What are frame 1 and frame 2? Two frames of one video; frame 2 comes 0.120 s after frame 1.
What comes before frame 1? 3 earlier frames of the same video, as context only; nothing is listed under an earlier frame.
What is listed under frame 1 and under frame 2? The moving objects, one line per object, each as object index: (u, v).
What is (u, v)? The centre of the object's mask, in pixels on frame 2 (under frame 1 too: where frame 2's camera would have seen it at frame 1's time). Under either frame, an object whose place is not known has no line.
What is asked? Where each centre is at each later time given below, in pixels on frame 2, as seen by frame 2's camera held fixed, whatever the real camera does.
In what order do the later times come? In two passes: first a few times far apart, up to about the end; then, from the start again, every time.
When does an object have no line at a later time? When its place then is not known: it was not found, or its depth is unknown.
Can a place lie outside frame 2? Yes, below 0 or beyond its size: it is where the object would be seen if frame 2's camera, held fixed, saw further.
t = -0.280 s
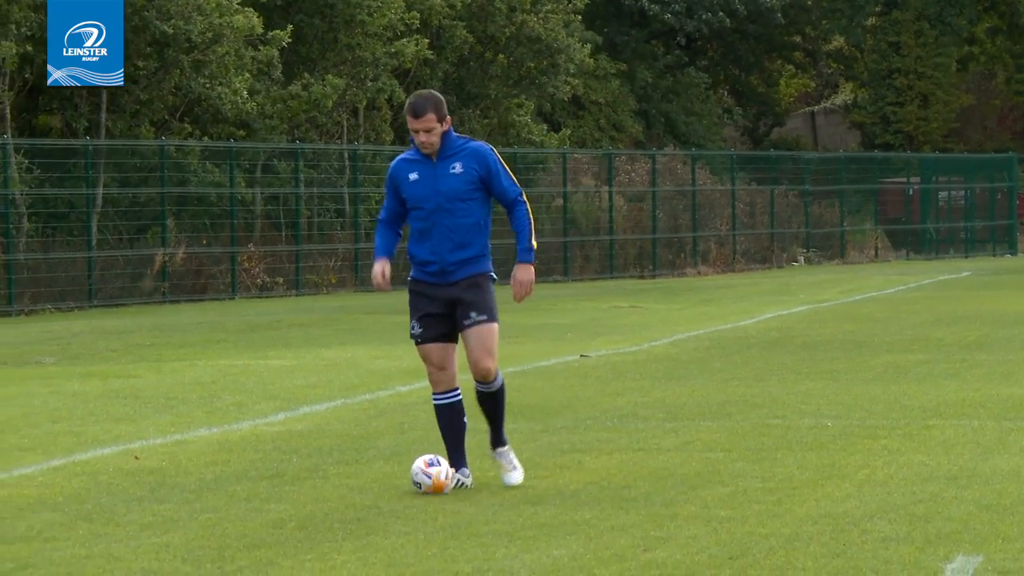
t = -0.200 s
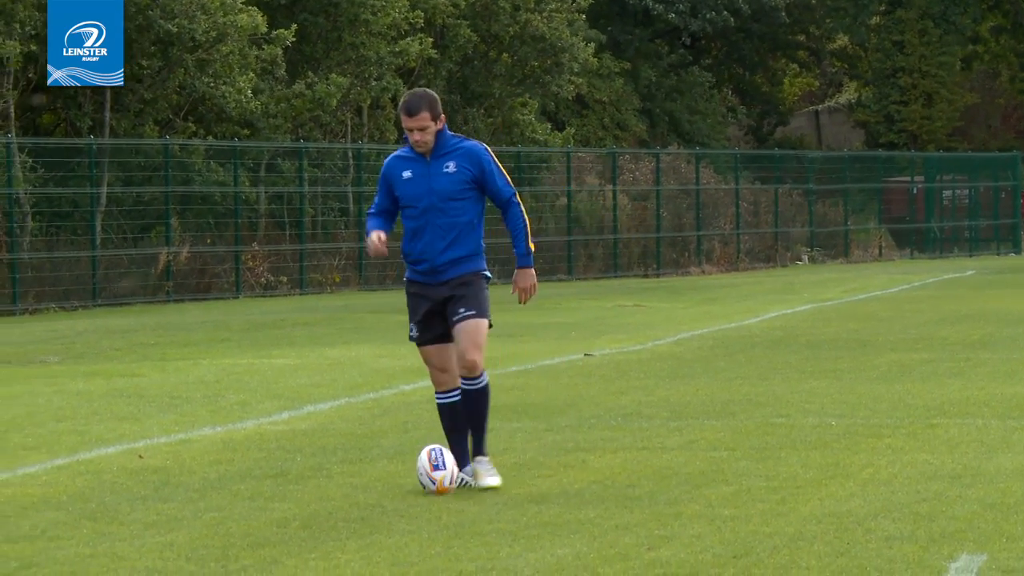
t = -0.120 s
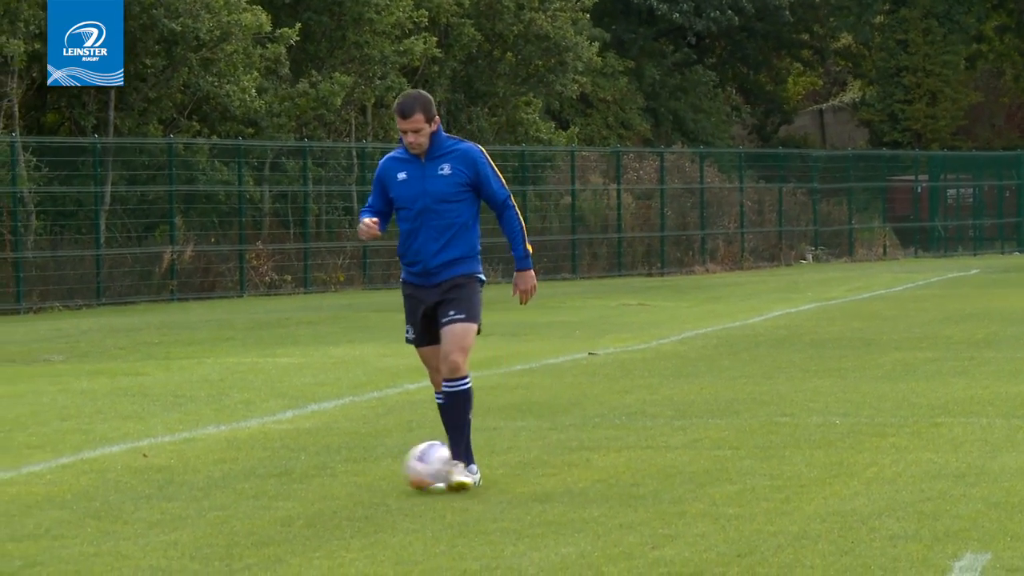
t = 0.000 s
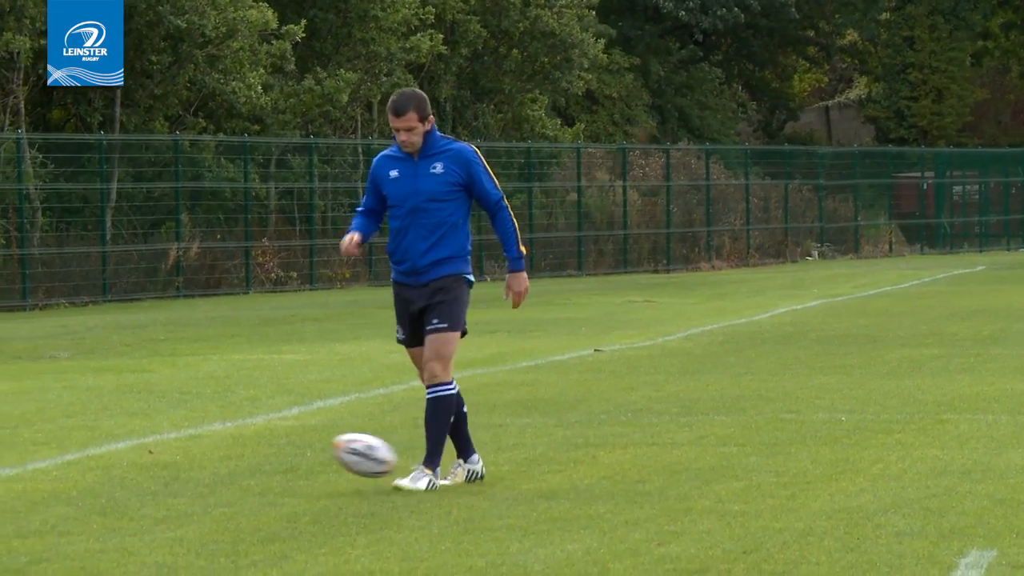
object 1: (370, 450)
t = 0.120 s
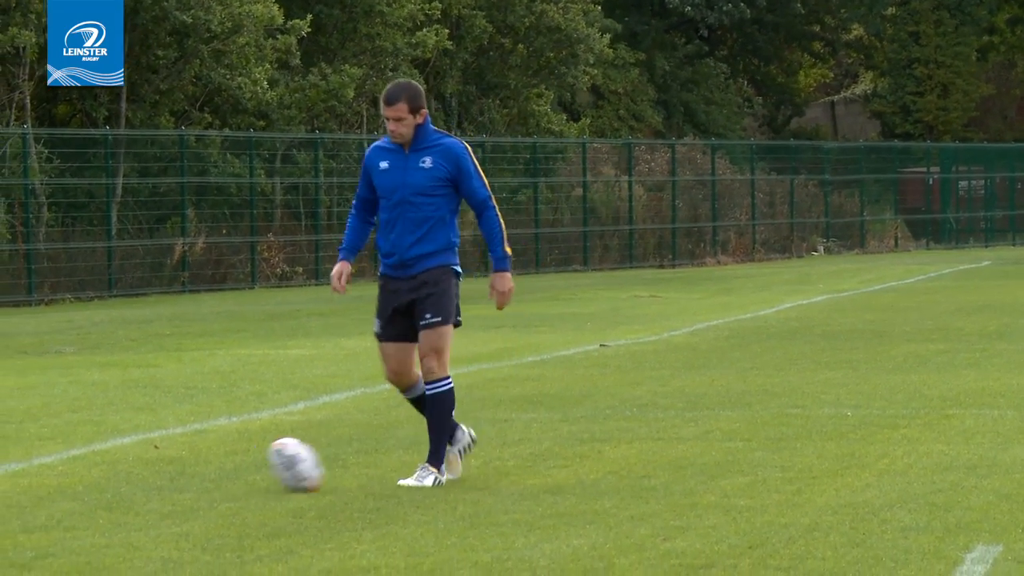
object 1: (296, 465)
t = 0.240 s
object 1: (246, 472)
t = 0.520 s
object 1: (168, 478)
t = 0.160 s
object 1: (275, 470)
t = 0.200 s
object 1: (261, 473)
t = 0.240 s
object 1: (246, 472)
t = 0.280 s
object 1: (234, 467)
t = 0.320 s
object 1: (222, 463)
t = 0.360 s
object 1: (211, 462)
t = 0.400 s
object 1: (200, 465)
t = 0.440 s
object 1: (189, 470)
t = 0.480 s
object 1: (178, 477)
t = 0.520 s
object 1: (168, 478)
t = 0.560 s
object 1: (158, 474)
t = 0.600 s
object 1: (149, 472)
